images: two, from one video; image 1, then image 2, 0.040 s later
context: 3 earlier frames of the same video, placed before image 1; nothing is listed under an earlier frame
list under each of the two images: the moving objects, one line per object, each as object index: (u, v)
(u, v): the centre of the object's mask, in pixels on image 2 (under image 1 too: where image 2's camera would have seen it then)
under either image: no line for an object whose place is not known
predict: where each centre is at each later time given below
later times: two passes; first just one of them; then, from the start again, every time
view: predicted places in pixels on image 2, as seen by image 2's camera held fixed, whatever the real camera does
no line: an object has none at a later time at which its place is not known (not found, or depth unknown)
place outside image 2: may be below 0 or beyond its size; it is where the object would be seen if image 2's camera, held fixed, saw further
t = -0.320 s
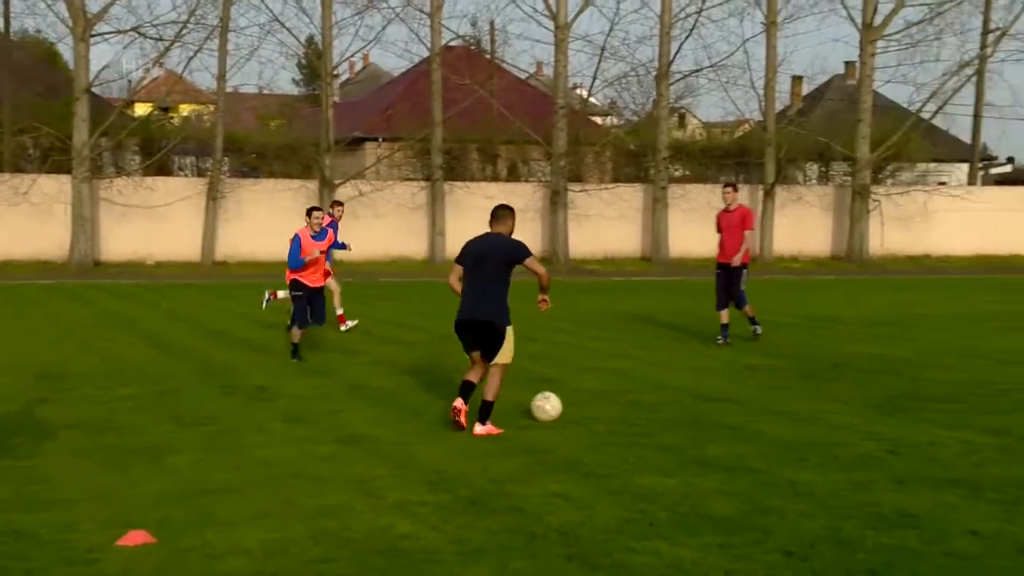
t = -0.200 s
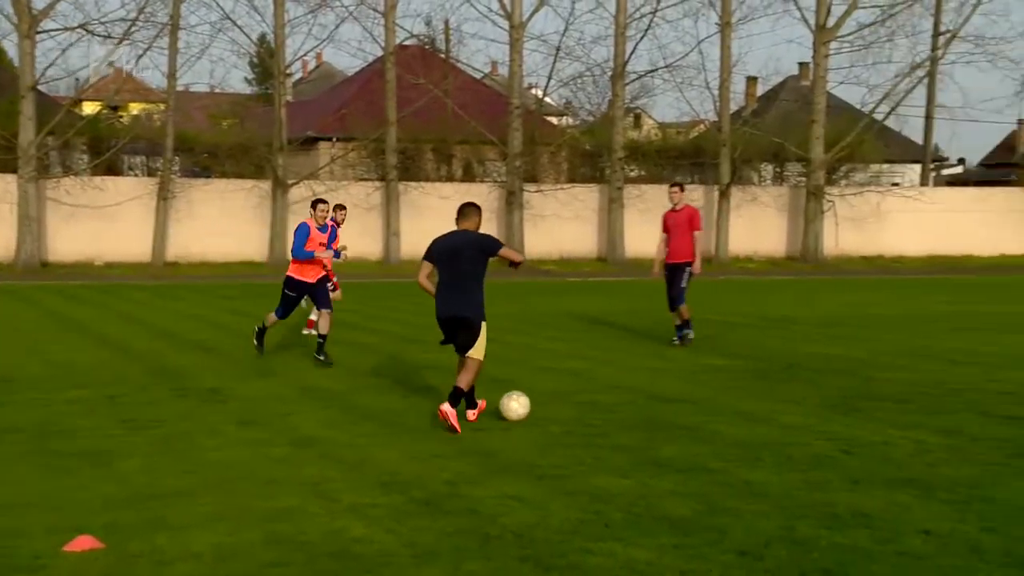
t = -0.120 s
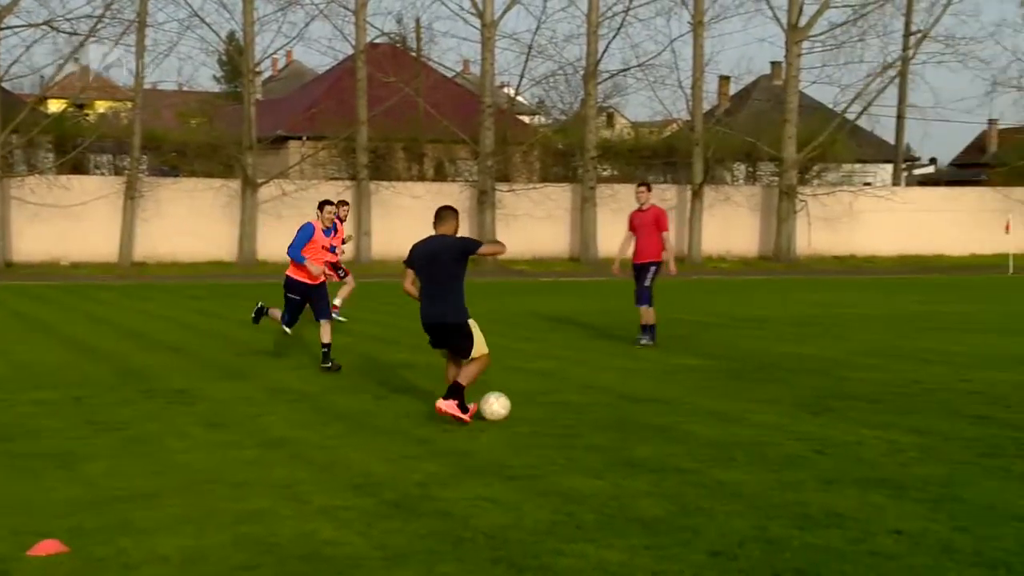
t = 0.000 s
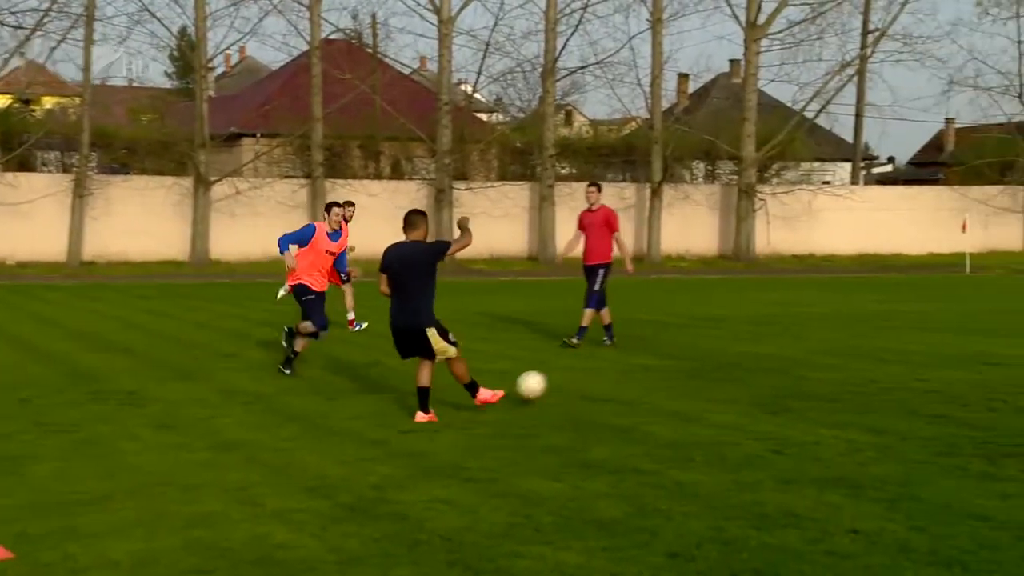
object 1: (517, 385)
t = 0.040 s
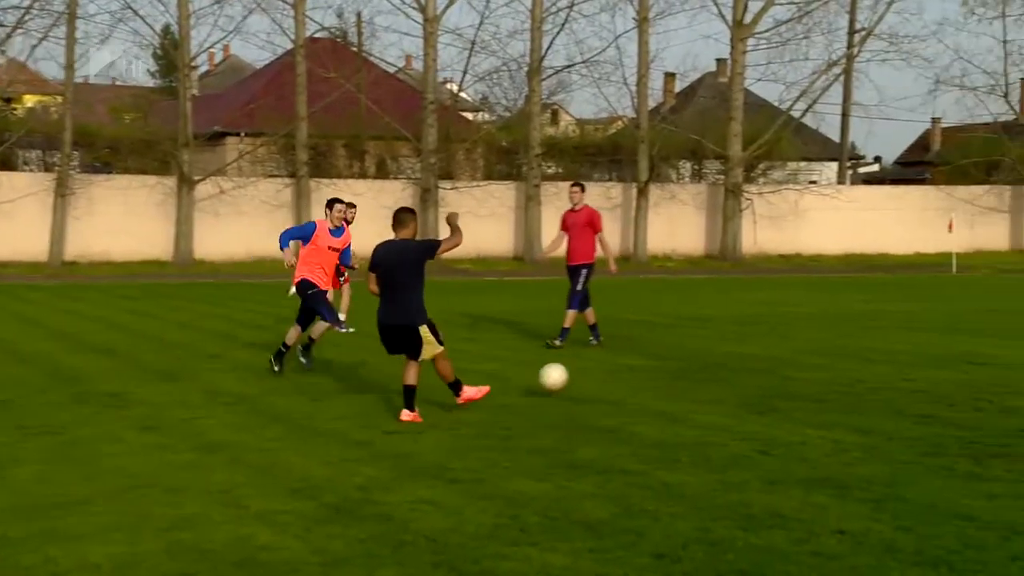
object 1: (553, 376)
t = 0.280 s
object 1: (713, 358)
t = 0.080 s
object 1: (587, 370)
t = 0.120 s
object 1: (618, 366)
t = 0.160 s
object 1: (646, 364)
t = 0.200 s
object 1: (672, 364)
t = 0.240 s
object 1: (695, 365)
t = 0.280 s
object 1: (713, 358)
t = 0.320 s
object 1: (729, 350)
